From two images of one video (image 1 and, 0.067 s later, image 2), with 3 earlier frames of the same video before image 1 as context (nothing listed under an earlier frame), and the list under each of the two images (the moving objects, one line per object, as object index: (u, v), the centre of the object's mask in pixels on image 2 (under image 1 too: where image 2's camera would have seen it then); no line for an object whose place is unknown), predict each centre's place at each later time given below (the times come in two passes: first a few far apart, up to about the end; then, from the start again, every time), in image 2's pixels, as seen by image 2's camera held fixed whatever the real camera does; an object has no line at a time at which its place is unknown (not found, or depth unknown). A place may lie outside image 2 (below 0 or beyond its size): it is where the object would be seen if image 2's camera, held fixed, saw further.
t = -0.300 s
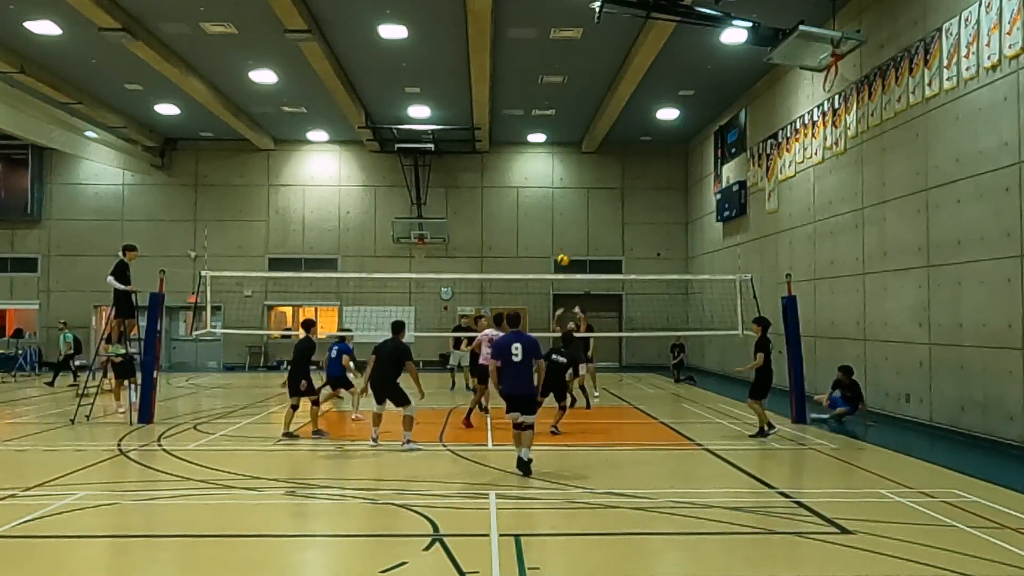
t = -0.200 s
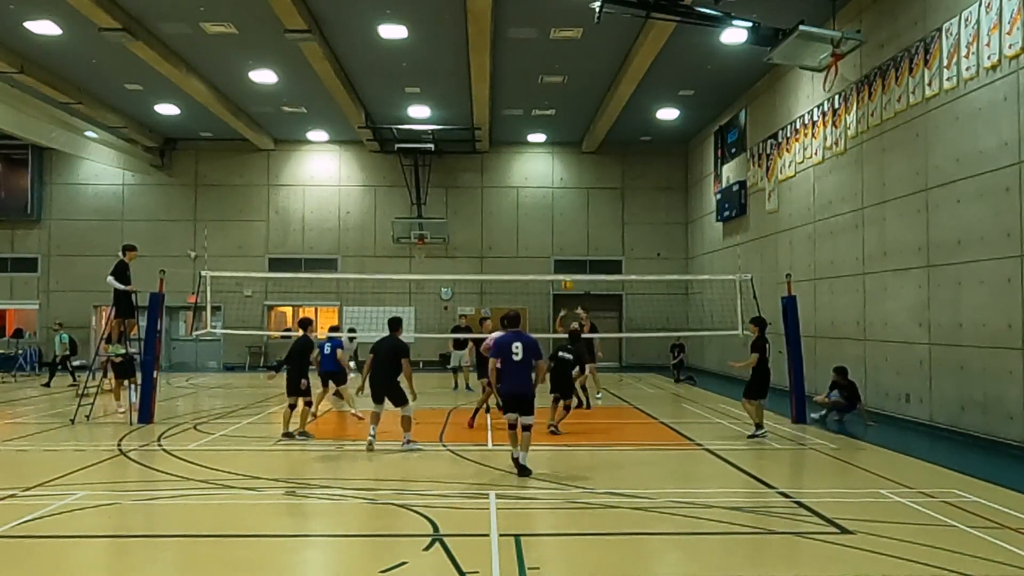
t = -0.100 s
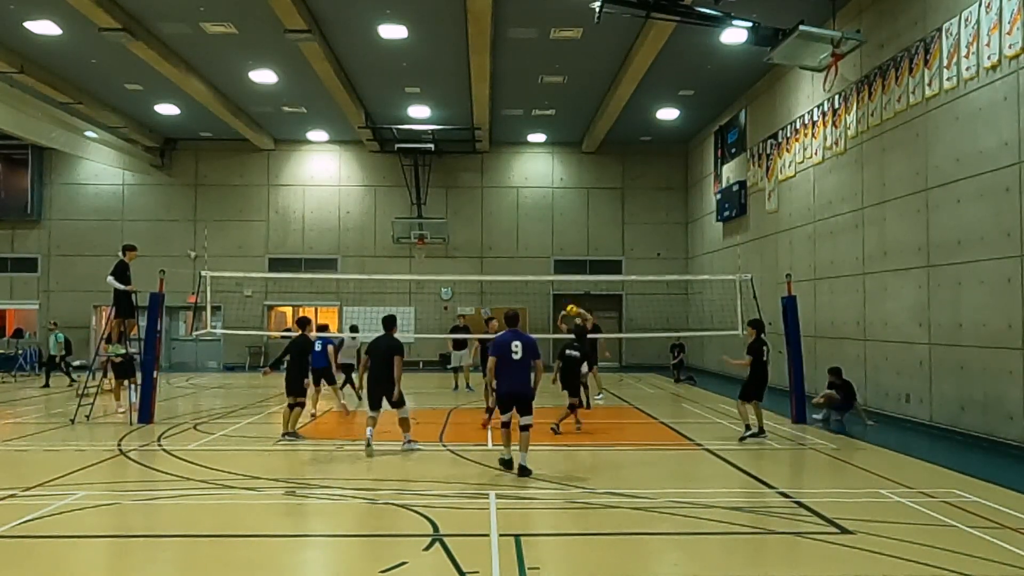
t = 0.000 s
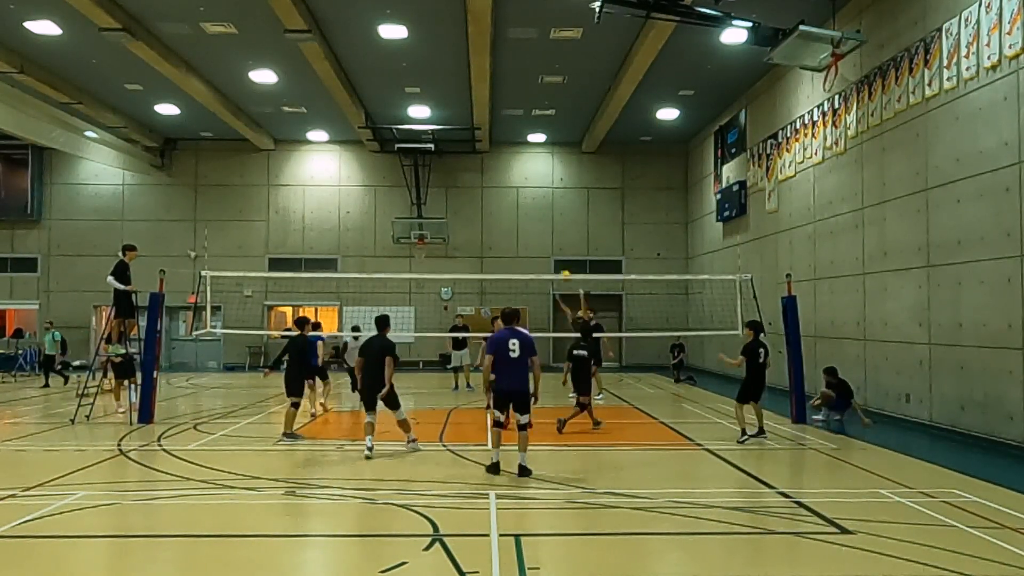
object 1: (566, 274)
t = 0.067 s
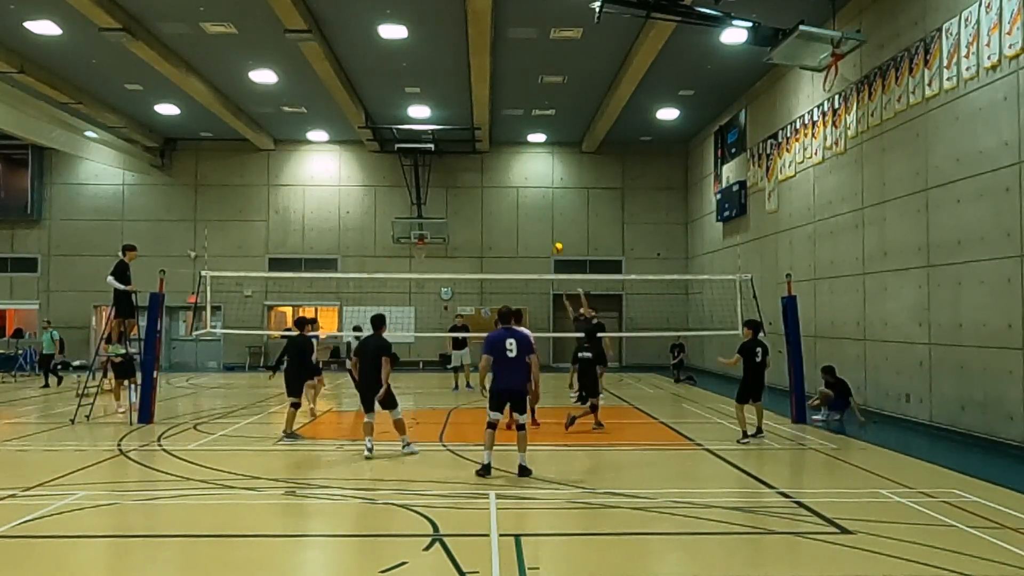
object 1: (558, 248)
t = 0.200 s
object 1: (546, 200)
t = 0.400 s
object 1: (528, 148)
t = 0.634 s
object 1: (508, 114)
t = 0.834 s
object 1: (491, 108)
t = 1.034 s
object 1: (474, 121)
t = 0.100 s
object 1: (555, 235)
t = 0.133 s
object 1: (552, 223)
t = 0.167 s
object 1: (549, 211)
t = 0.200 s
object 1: (546, 200)
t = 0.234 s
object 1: (542, 191)
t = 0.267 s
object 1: (539, 181)
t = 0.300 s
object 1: (536, 172)
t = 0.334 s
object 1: (533, 163)
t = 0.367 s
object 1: (530, 155)
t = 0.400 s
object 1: (528, 148)
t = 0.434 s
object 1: (524, 142)
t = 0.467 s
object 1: (522, 136)
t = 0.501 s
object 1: (519, 130)
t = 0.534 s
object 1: (516, 126)
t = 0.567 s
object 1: (513, 121)
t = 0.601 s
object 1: (511, 117)
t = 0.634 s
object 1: (508, 114)
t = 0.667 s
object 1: (505, 112)
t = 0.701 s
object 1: (502, 110)
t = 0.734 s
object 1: (499, 109)
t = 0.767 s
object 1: (496, 108)
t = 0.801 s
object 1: (493, 107)
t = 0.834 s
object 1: (491, 108)
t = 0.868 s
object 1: (488, 108)
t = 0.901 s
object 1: (485, 110)
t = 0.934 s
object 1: (482, 112)
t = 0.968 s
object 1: (480, 115)
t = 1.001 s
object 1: (476, 118)
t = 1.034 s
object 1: (474, 121)
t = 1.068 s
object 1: (471, 126)
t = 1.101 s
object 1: (468, 130)
